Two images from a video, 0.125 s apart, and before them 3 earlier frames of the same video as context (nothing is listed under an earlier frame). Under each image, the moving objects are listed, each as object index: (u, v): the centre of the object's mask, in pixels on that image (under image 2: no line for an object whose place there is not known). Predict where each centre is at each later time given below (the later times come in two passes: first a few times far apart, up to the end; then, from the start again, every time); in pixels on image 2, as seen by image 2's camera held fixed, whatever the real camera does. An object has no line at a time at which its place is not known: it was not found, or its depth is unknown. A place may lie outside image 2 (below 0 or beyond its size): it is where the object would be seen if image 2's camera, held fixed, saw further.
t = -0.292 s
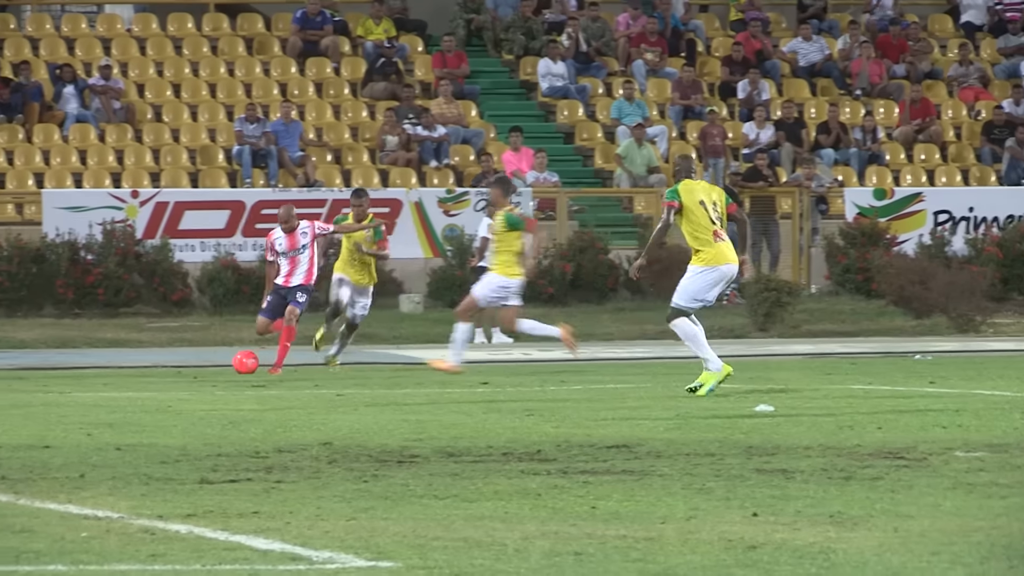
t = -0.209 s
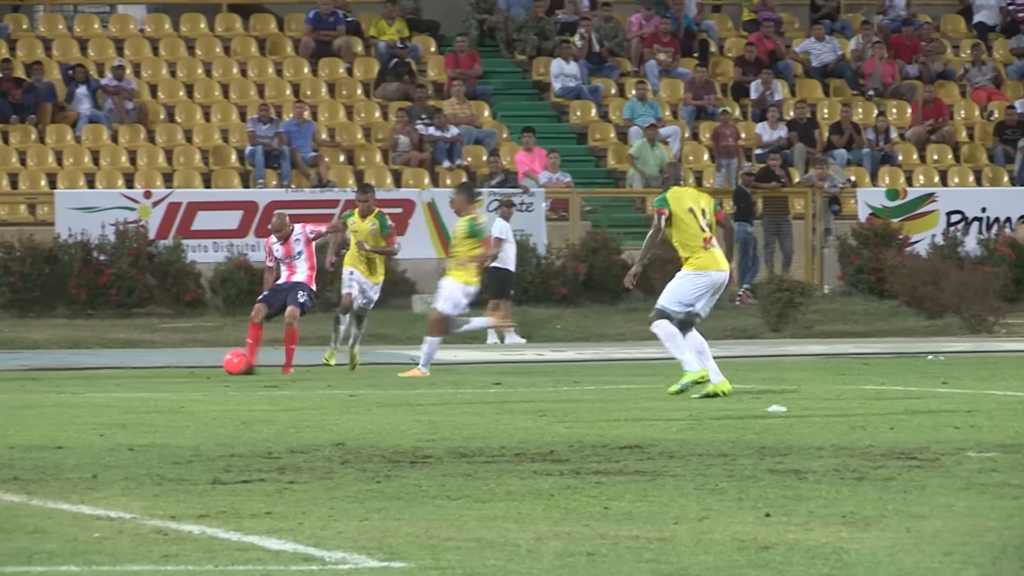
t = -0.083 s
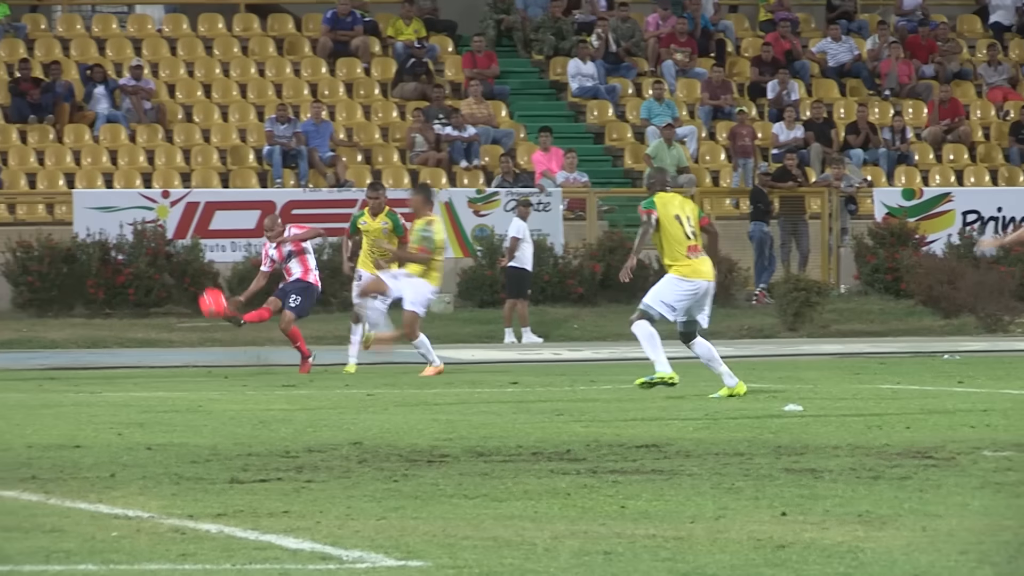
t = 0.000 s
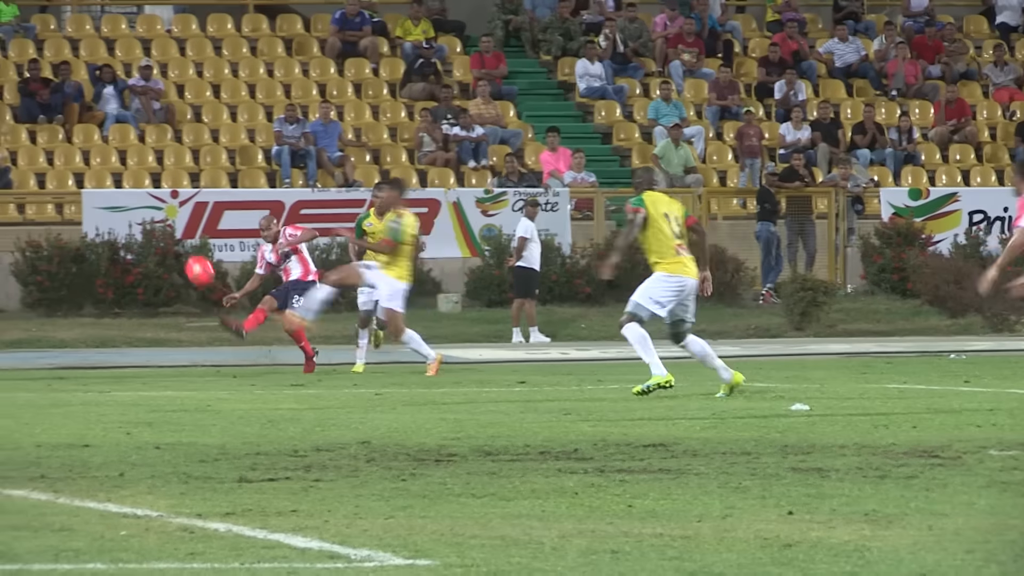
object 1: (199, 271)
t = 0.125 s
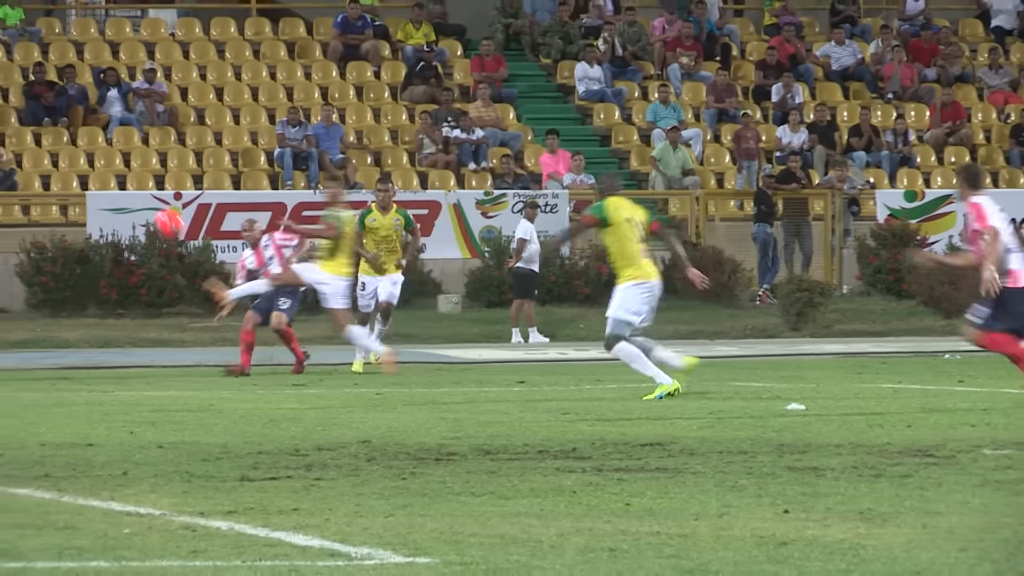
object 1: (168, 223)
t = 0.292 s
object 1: (133, 177)
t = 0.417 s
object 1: (113, 152)
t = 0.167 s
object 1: (157, 209)
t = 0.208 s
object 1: (146, 195)
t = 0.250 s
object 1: (142, 189)
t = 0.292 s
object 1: (133, 177)
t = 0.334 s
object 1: (125, 166)
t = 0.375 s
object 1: (121, 161)
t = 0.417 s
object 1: (113, 152)
